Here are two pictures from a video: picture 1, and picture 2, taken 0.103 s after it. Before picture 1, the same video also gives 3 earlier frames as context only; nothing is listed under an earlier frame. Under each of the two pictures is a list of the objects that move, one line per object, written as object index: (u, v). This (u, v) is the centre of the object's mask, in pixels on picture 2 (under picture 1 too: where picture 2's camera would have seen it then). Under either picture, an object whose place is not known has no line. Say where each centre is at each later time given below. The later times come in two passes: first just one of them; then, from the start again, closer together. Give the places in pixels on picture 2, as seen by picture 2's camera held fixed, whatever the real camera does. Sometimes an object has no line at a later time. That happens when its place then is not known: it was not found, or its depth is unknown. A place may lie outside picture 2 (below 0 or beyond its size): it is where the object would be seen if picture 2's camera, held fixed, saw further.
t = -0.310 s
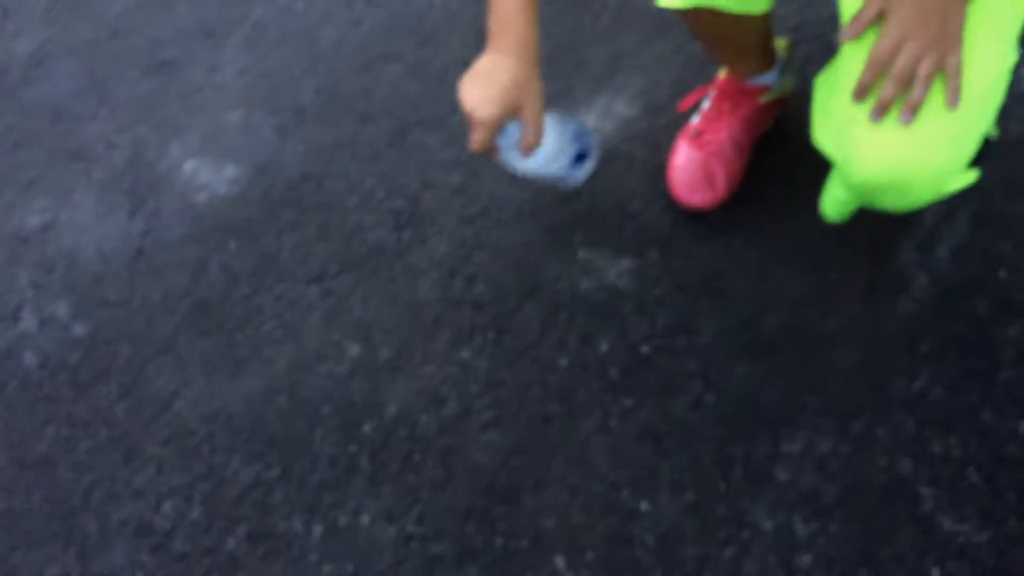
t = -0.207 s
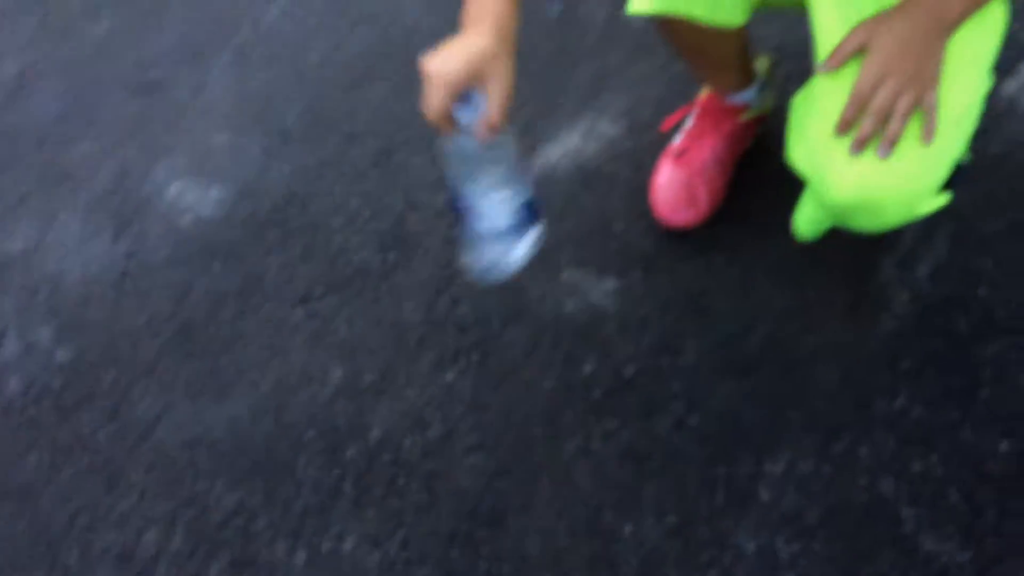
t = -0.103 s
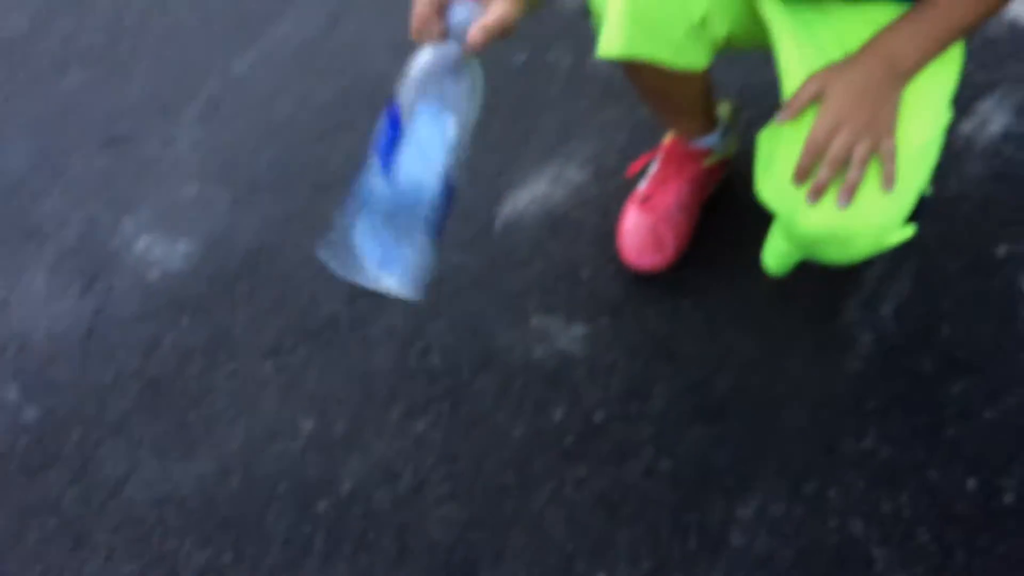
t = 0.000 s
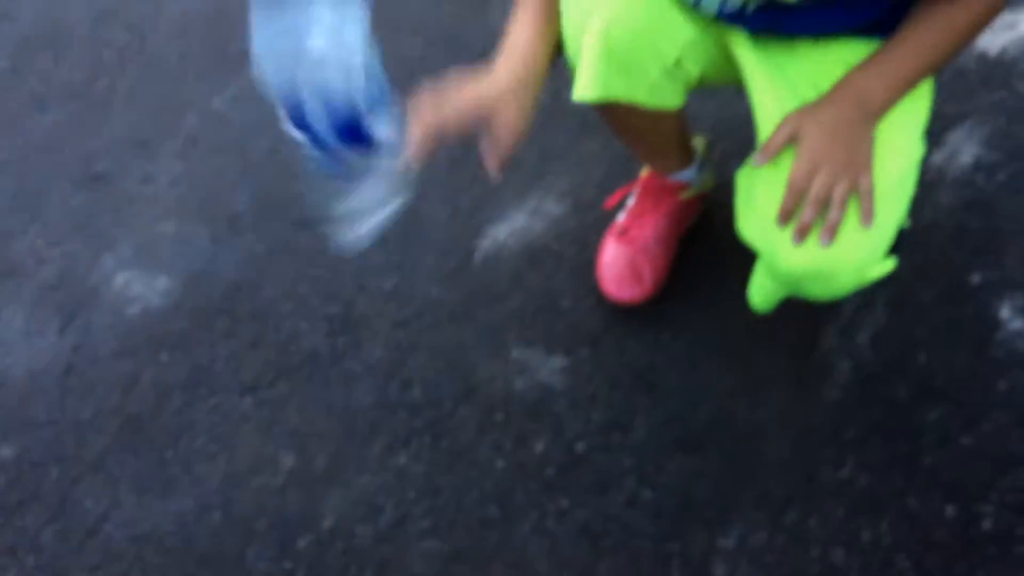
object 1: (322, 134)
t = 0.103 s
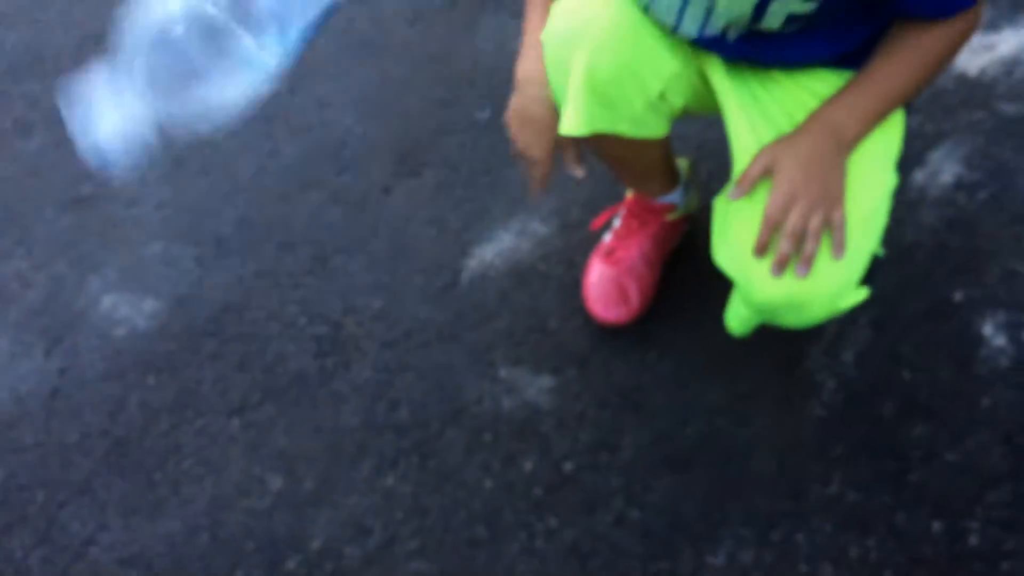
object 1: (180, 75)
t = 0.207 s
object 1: (312, 46)
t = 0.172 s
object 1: (258, 23)
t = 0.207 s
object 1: (312, 46)
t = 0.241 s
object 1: (320, 88)
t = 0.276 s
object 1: (328, 134)
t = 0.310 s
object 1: (349, 202)
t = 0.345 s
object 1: (375, 284)
